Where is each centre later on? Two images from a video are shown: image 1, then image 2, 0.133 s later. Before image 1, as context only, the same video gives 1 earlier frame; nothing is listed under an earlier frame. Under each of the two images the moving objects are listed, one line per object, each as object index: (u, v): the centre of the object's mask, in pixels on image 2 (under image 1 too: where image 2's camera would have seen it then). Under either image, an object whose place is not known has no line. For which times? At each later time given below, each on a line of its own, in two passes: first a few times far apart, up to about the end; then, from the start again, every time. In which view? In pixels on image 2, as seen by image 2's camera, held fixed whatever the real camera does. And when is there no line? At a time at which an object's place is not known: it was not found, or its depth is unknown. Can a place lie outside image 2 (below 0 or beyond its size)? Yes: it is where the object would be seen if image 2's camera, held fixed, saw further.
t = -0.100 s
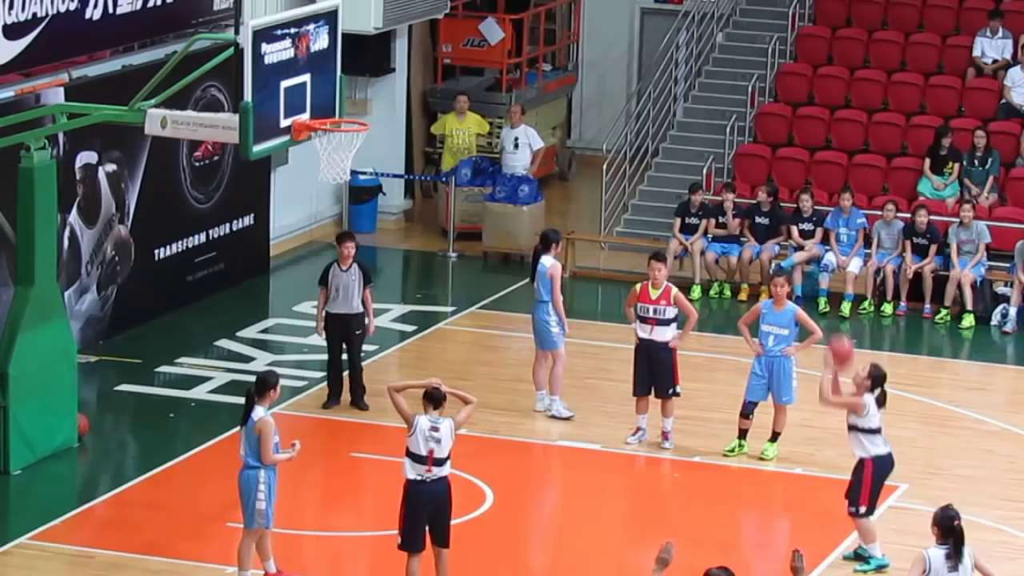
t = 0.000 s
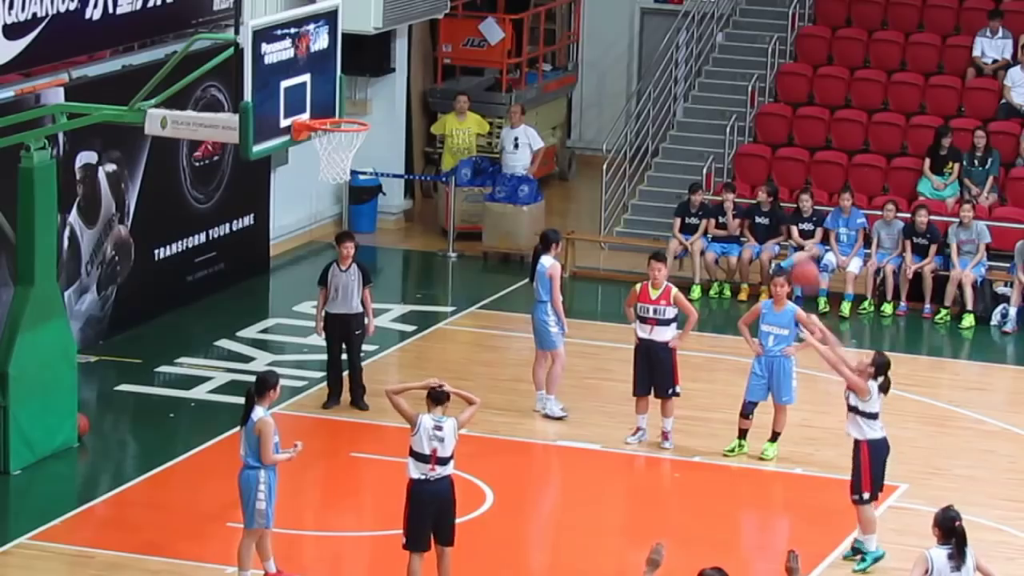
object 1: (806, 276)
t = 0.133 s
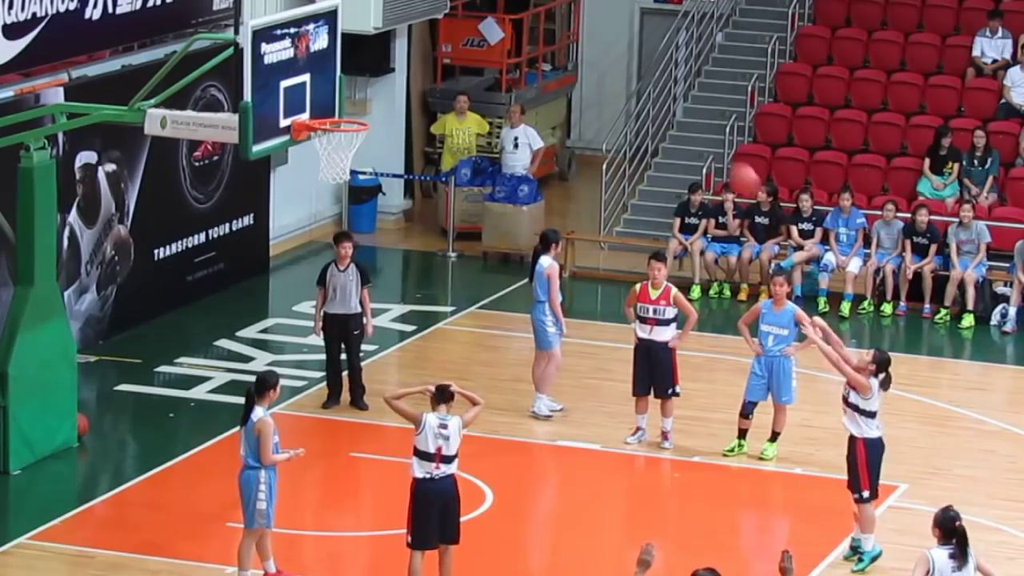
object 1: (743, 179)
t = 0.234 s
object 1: (698, 125)
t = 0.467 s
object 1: (591, 45)
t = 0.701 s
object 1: (485, 32)
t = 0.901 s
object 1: (392, 73)
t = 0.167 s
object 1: (730, 161)
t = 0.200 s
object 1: (713, 142)
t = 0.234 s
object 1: (698, 125)
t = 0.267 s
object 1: (683, 109)
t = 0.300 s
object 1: (667, 94)
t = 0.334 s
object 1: (652, 82)
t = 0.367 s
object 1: (637, 71)
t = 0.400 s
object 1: (621, 61)
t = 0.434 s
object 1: (606, 52)
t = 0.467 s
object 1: (591, 45)
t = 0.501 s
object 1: (575, 38)
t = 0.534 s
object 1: (559, 34)
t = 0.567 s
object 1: (544, 31)
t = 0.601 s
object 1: (529, 29)
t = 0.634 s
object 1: (515, 28)
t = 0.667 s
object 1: (500, 29)
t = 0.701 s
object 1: (485, 32)
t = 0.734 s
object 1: (467, 35)
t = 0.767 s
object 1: (452, 41)
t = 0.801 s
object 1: (438, 46)
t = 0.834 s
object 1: (424, 55)
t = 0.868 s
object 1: (409, 63)
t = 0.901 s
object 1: (392, 73)
